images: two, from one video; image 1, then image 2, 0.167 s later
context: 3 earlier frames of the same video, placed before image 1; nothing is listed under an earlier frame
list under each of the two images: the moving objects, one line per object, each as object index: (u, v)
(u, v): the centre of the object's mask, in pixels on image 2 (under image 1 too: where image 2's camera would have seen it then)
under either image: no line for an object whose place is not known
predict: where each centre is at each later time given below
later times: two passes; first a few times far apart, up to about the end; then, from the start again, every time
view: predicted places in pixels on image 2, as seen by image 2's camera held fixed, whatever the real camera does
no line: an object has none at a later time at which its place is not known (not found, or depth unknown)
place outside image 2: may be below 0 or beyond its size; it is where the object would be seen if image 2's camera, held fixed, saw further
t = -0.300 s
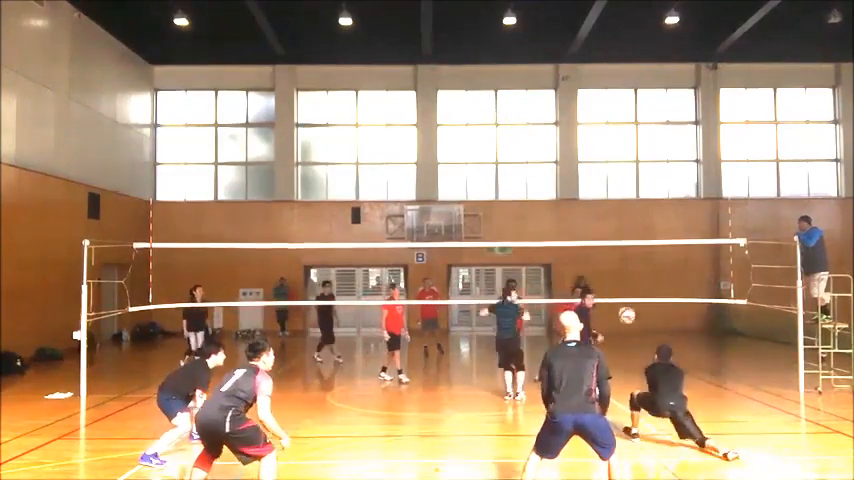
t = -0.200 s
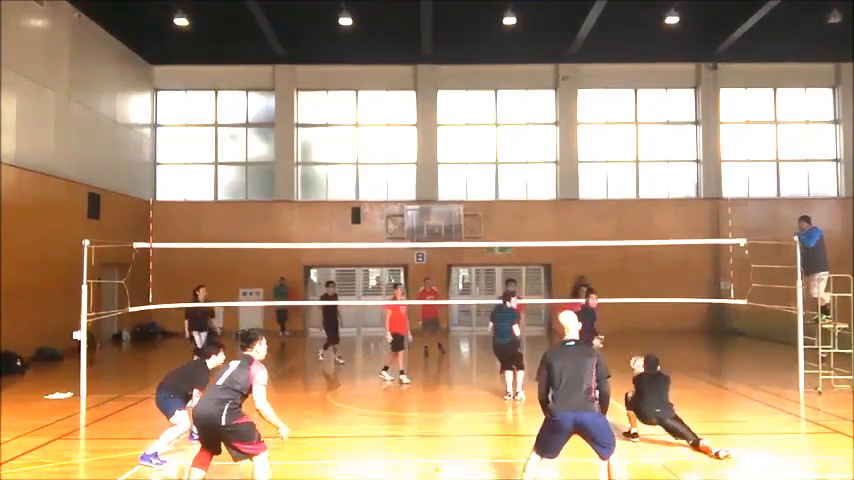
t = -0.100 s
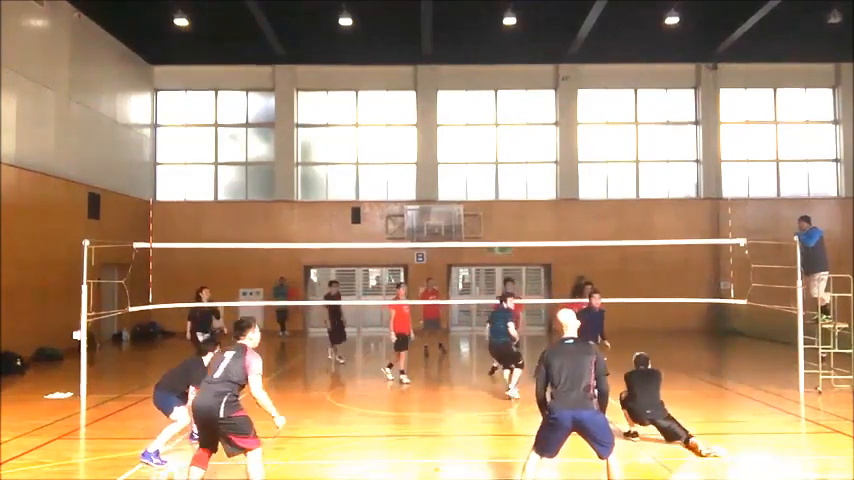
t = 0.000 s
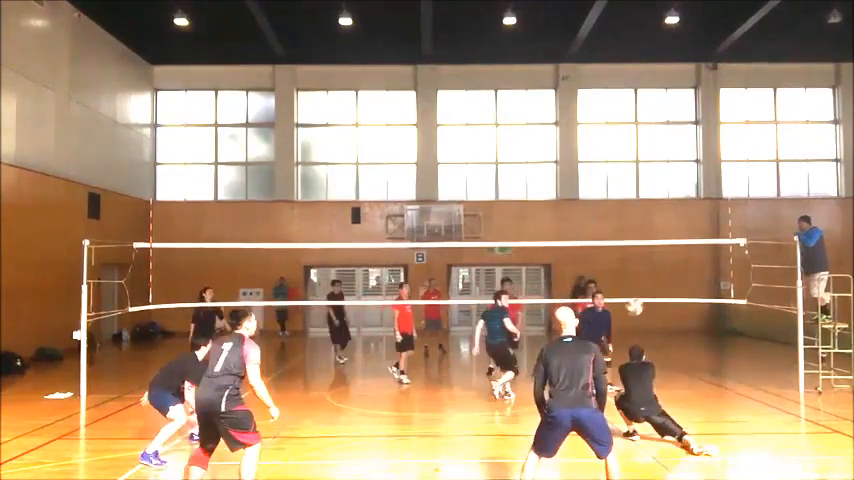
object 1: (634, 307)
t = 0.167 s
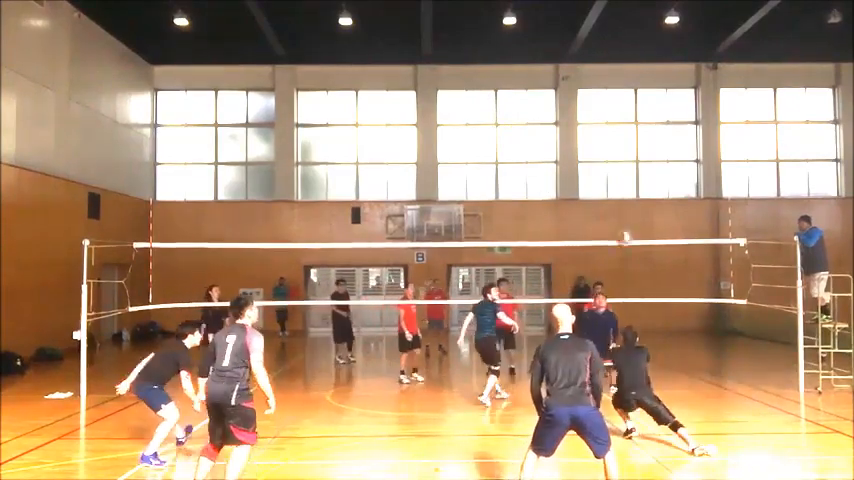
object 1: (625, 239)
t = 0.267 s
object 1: (621, 210)
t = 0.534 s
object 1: (608, 175)
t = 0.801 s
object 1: (599, 192)
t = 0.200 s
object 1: (624, 227)
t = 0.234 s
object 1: (622, 218)
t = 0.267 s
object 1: (621, 210)
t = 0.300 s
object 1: (619, 202)
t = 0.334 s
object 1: (616, 194)
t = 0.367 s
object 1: (615, 191)
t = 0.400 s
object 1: (613, 185)
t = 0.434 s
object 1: (612, 181)
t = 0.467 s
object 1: (610, 179)
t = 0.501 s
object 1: (609, 177)
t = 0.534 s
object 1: (608, 175)
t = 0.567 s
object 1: (607, 175)
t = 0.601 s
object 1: (605, 175)
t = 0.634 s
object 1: (605, 176)
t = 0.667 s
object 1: (603, 178)
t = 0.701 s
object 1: (602, 180)
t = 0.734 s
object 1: (601, 183)
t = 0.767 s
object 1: (600, 187)
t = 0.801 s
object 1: (599, 192)
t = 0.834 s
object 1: (598, 196)
